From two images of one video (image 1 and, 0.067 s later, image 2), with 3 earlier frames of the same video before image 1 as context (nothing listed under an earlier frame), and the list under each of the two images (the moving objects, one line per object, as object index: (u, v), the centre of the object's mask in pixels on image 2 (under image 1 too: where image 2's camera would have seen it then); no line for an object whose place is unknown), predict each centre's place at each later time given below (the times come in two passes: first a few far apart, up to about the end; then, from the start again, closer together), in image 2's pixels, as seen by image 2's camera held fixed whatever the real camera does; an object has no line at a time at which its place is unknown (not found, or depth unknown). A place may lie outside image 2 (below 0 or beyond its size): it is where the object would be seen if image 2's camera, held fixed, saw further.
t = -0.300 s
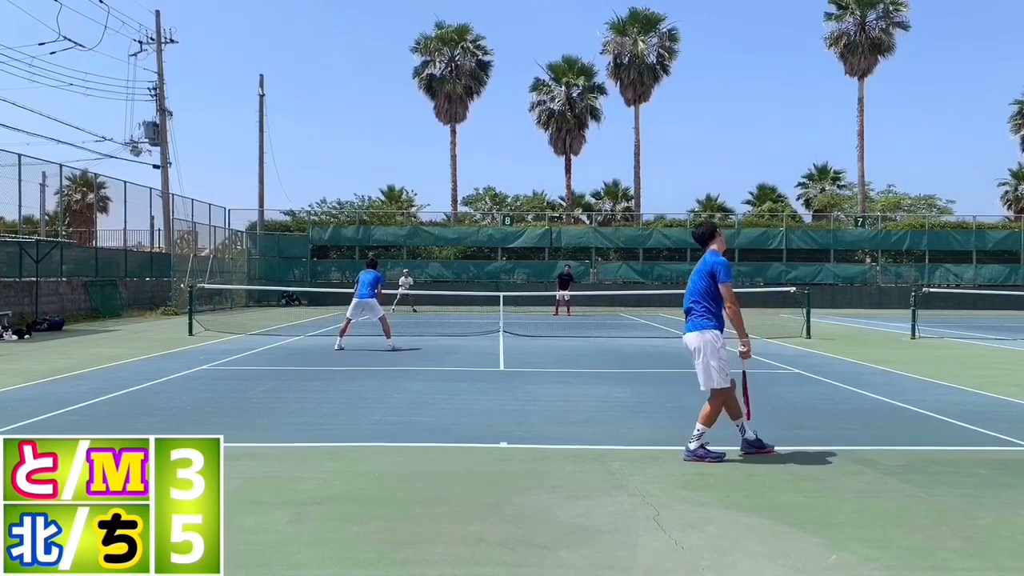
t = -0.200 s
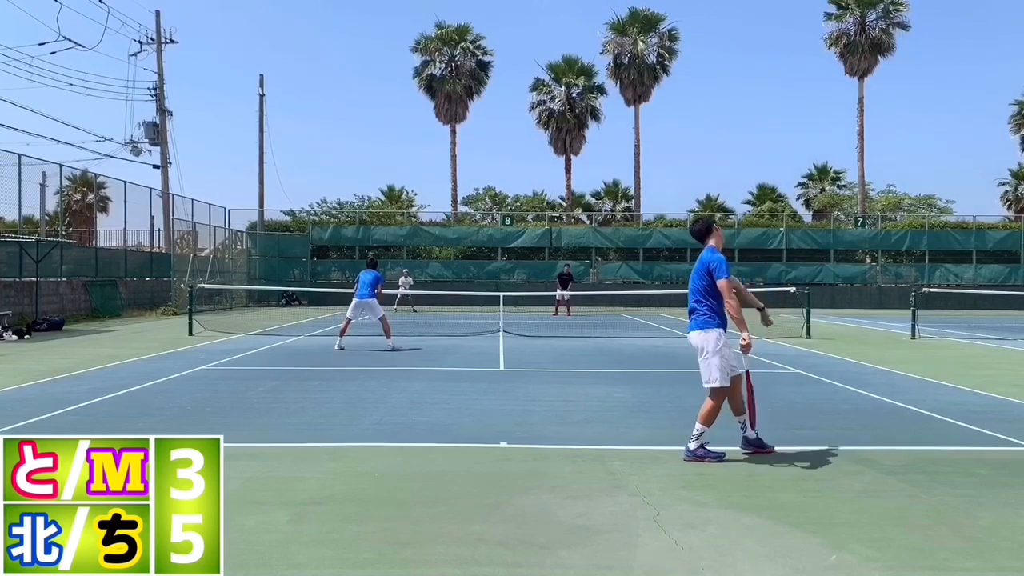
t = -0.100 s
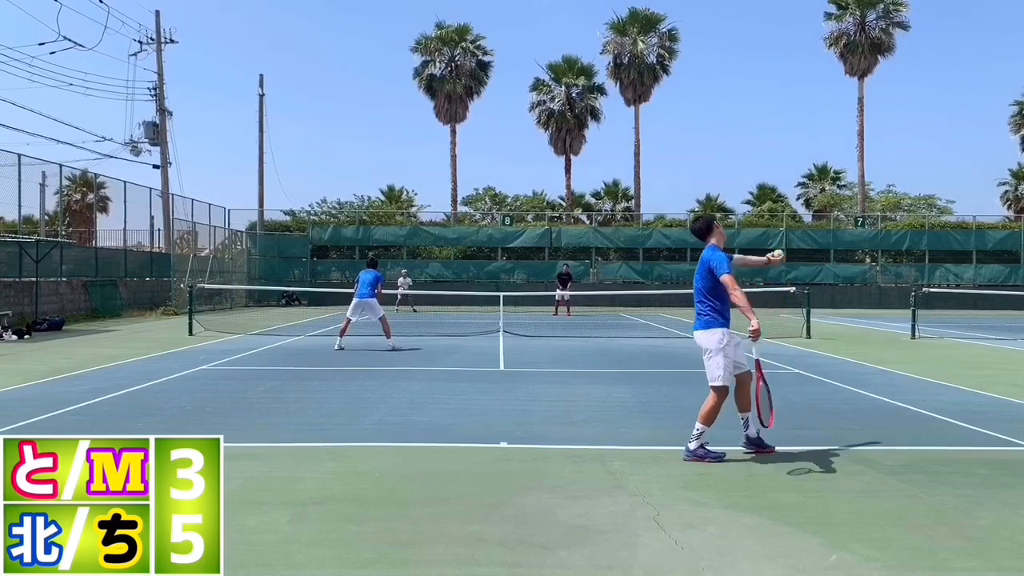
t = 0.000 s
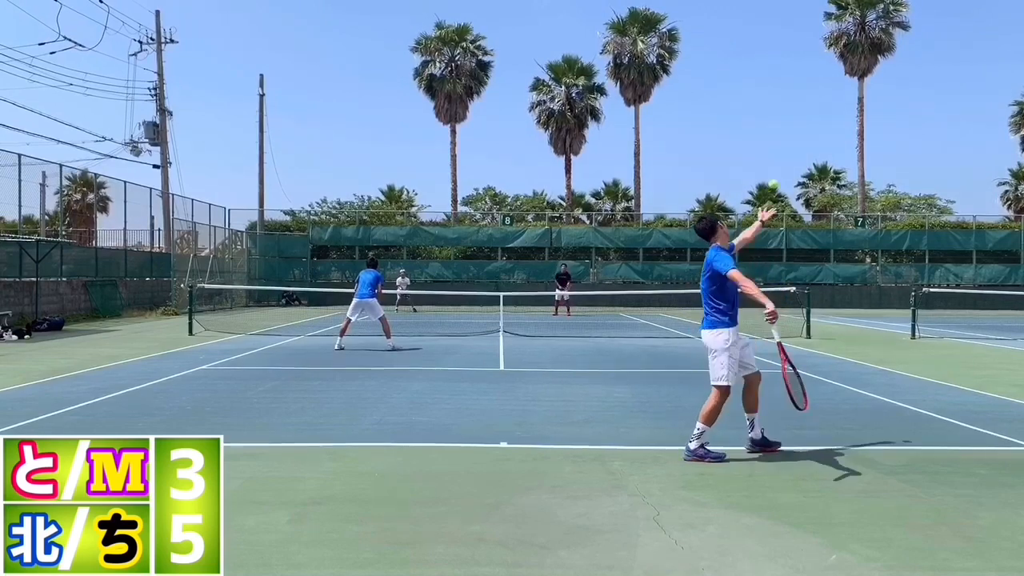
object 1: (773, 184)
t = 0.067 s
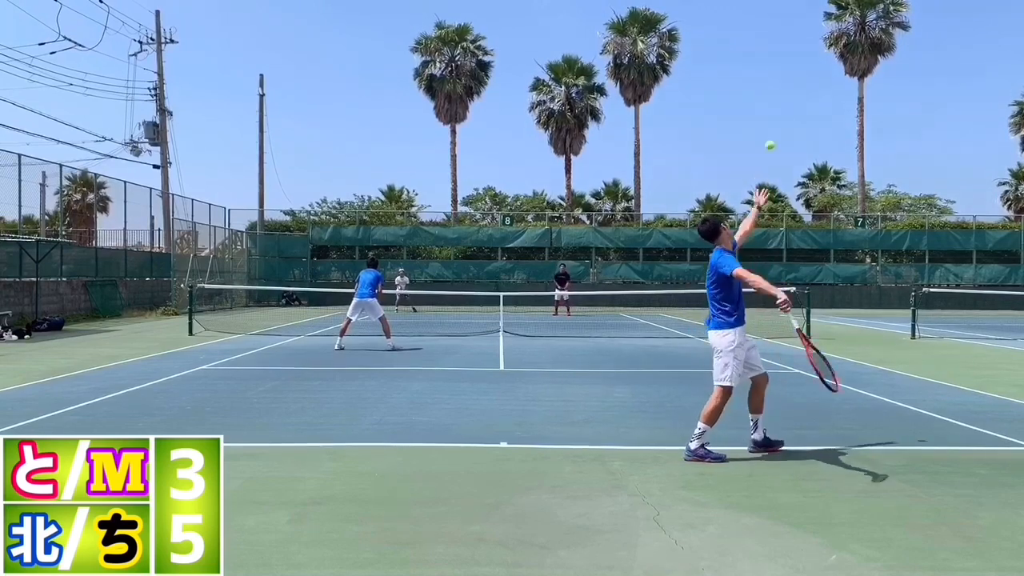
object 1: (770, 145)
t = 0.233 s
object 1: (761, 74)
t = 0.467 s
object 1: (749, 33)
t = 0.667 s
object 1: (738, 47)
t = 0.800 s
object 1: (729, 82)
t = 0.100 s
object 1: (768, 128)
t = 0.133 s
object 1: (767, 112)
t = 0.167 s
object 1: (765, 98)
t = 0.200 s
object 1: (763, 85)
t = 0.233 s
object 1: (761, 74)
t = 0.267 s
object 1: (760, 63)
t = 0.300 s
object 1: (758, 55)
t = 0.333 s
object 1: (757, 51)
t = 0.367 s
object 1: (755, 44)
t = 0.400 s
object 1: (753, 39)
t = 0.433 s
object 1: (751, 36)
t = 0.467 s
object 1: (749, 33)
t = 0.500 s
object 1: (747, 32)
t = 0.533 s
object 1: (745, 32)
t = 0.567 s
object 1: (743, 34)
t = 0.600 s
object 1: (741, 37)
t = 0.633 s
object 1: (740, 41)
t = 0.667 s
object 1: (738, 47)
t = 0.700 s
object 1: (735, 54)
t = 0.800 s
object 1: (729, 82)
